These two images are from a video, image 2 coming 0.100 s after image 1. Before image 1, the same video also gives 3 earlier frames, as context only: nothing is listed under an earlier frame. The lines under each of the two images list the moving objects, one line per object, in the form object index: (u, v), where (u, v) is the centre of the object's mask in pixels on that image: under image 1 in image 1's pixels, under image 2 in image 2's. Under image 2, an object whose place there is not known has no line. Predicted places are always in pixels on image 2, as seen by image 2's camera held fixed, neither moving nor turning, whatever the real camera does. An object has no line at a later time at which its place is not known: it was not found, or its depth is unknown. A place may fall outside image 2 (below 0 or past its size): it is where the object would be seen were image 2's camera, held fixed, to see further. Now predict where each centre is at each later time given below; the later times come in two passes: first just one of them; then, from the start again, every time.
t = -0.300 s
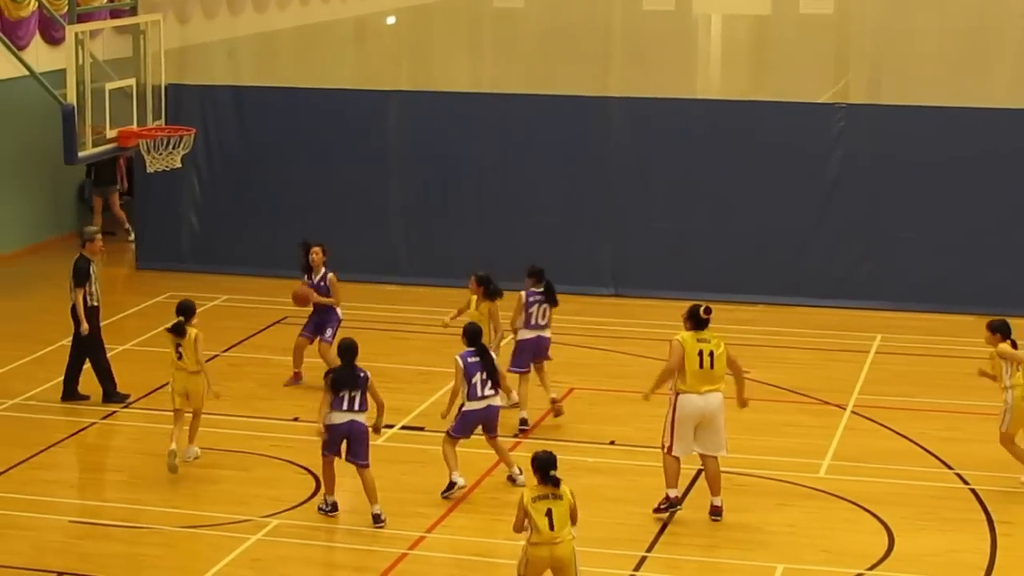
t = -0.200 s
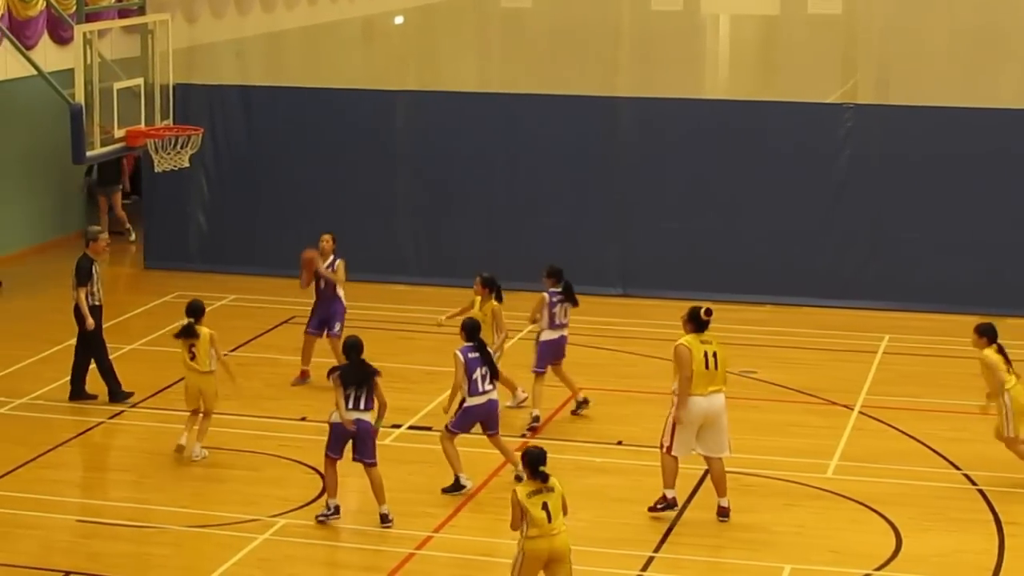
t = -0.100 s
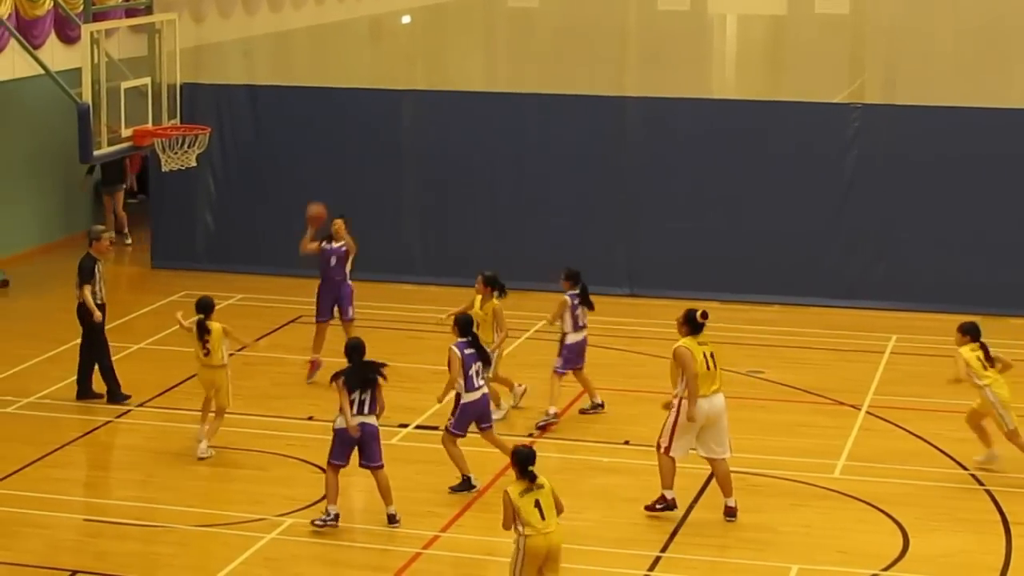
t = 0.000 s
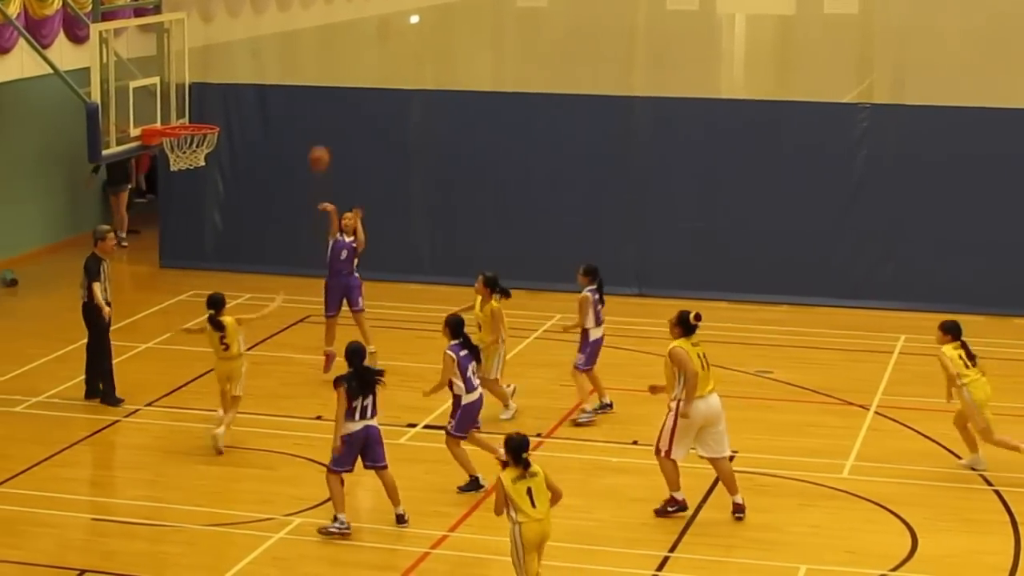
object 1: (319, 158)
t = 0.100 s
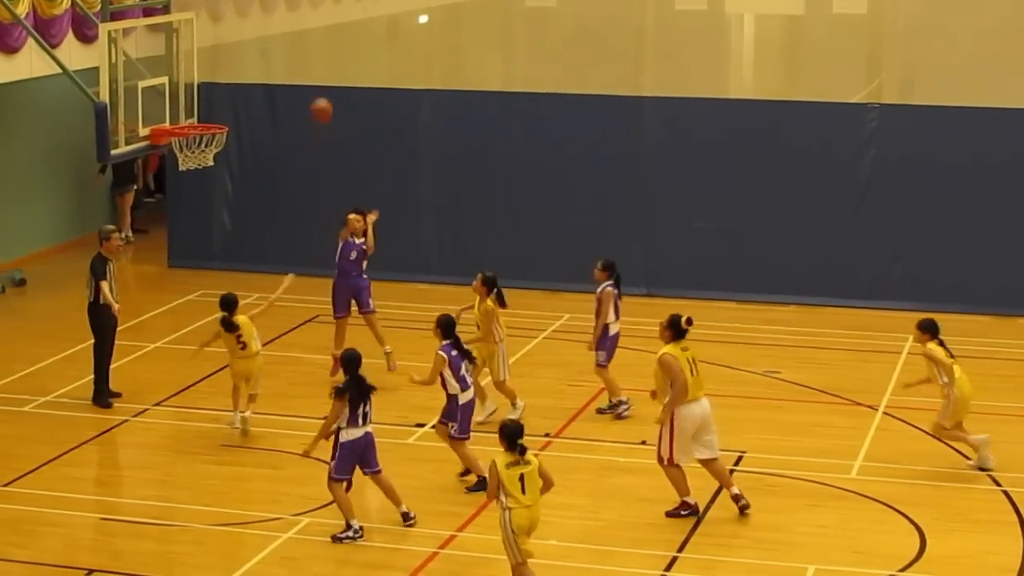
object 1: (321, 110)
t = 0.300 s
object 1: (308, 42)
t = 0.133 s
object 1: (319, 97)
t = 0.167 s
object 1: (317, 85)
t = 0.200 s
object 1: (315, 72)
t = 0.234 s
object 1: (313, 60)
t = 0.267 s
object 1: (311, 50)
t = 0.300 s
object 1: (308, 42)
